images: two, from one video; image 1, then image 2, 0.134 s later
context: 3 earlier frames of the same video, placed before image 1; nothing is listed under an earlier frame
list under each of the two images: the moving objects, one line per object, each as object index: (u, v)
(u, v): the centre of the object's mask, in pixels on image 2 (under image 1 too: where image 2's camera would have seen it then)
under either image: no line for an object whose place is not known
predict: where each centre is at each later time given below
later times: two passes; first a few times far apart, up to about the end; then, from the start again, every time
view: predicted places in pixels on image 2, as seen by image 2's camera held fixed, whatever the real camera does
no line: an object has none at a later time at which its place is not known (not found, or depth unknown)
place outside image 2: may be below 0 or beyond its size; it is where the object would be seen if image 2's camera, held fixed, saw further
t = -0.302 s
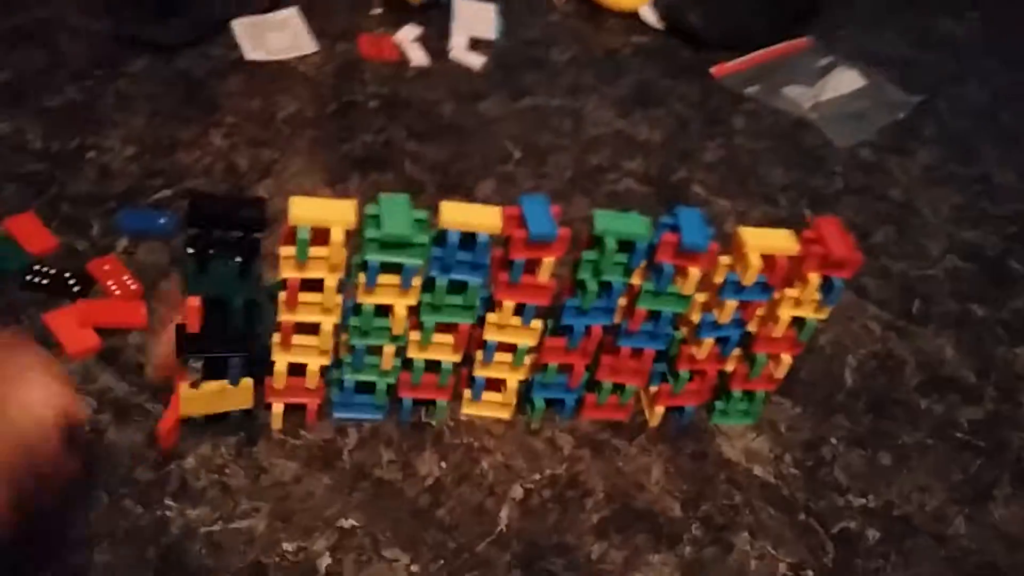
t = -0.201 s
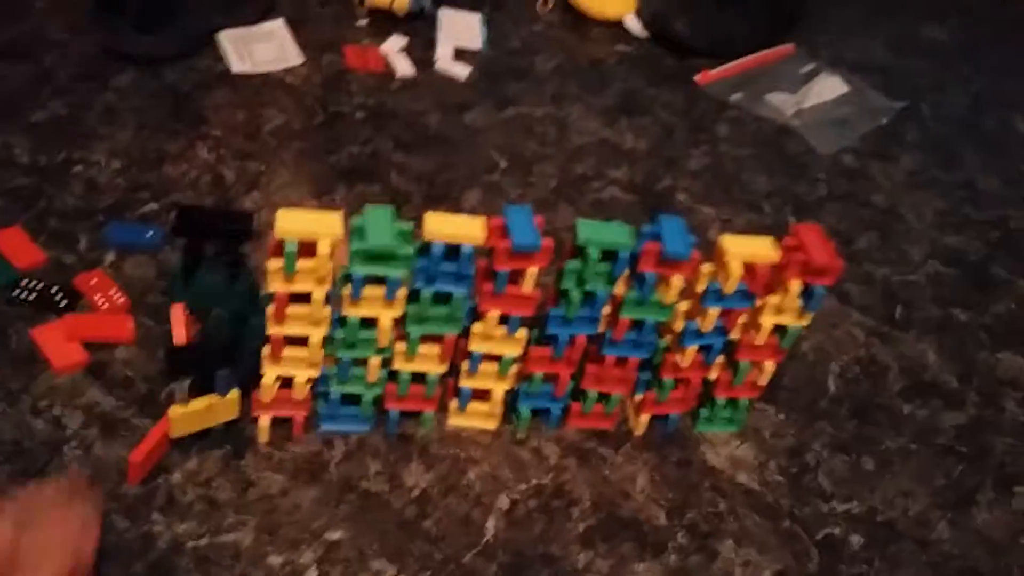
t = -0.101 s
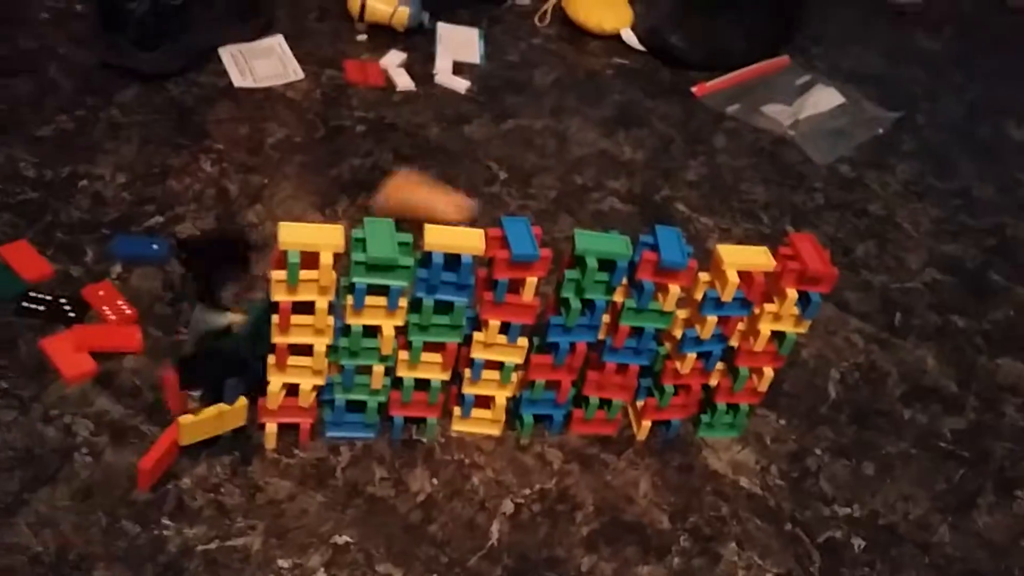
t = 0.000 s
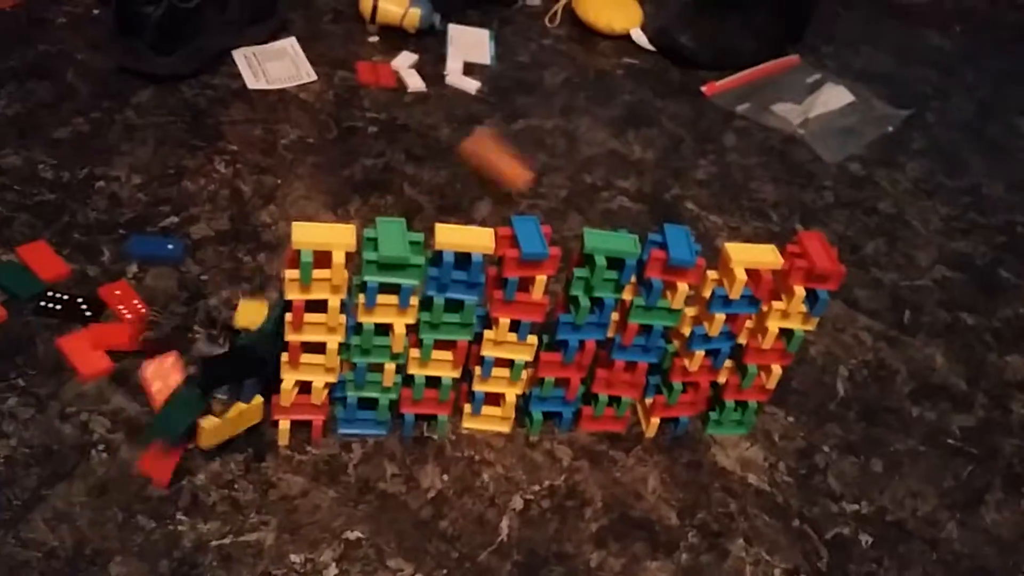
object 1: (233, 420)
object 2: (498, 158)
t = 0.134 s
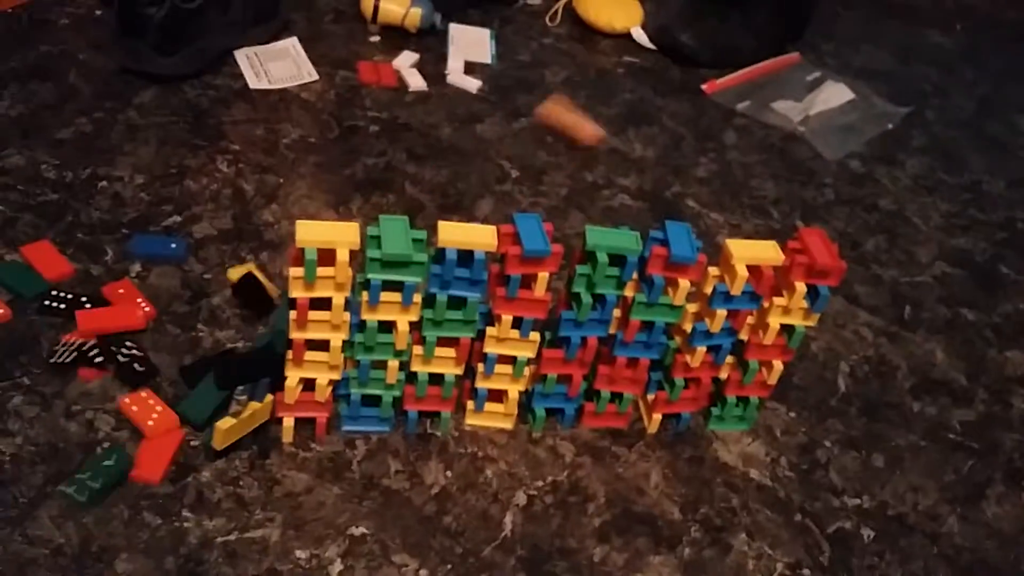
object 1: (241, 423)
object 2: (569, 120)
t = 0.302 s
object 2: (637, 96)
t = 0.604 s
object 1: (269, 472)
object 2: (671, 84)
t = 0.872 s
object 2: (670, 84)
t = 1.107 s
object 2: (670, 84)
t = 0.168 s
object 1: (243, 424)
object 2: (588, 111)
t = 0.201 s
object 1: (245, 424)
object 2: (603, 106)
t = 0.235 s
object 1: (246, 425)
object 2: (615, 105)
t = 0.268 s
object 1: (248, 425)
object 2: (627, 99)
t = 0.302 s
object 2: (637, 96)
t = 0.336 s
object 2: (644, 94)
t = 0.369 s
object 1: (252, 430)
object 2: (652, 92)
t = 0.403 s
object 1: (249, 439)
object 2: (657, 89)
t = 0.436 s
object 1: (255, 442)
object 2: (662, 86)
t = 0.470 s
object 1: (263, 446)
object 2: (665, 86)
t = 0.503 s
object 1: (269, 454)
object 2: (668, 84)
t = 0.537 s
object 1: (268, 456)
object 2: (670, 84)
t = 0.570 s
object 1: (263, 461)
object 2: (670, 84)
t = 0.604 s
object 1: (269, 472)
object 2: (671, 84)
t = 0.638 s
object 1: (272, 462)
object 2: (670, 84)
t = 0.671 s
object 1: (263, 463)
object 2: (670, 84)
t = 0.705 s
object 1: (259, 474)
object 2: (670, 84)
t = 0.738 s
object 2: (670, 84)
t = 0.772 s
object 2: (670, 84)
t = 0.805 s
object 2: (670, 84)
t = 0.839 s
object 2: (670, 84)
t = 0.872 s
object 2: (670, 84)
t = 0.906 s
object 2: (670, 84)
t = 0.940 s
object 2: (670, 84)
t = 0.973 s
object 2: (670, 84)
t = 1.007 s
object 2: (670, 84)
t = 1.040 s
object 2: (670, 84)
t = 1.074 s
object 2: (670, 84)
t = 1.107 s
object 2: (670, 84)
